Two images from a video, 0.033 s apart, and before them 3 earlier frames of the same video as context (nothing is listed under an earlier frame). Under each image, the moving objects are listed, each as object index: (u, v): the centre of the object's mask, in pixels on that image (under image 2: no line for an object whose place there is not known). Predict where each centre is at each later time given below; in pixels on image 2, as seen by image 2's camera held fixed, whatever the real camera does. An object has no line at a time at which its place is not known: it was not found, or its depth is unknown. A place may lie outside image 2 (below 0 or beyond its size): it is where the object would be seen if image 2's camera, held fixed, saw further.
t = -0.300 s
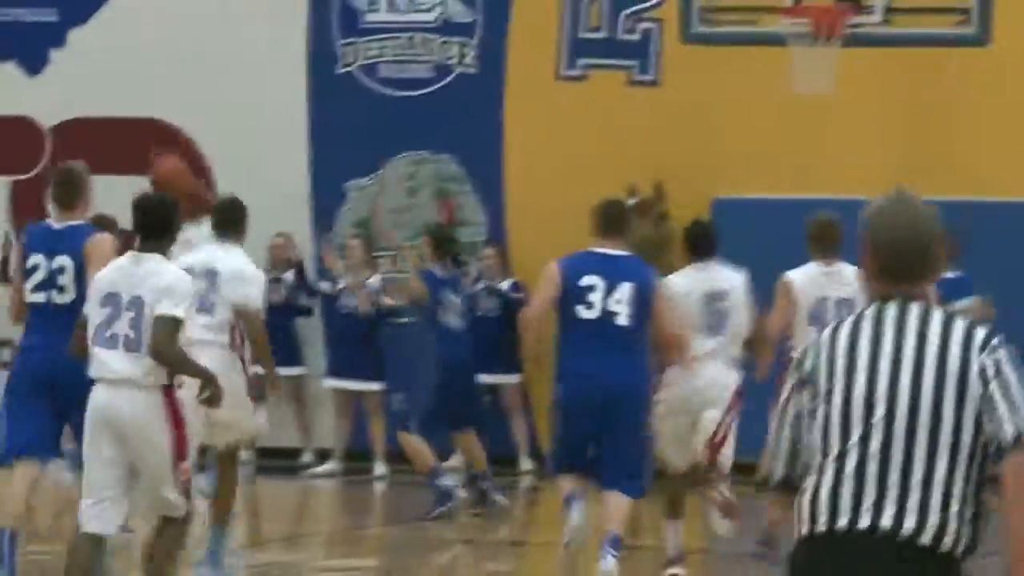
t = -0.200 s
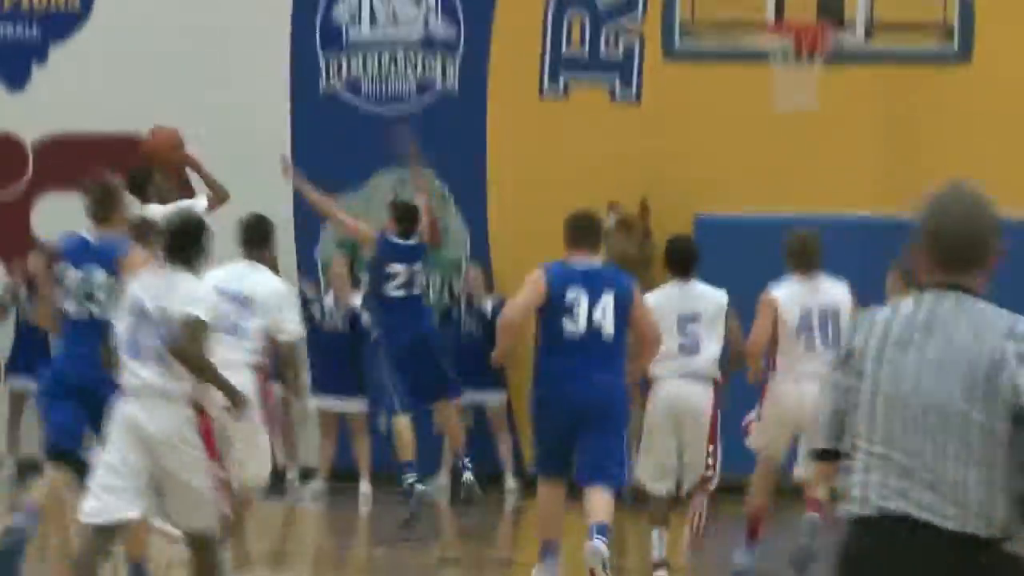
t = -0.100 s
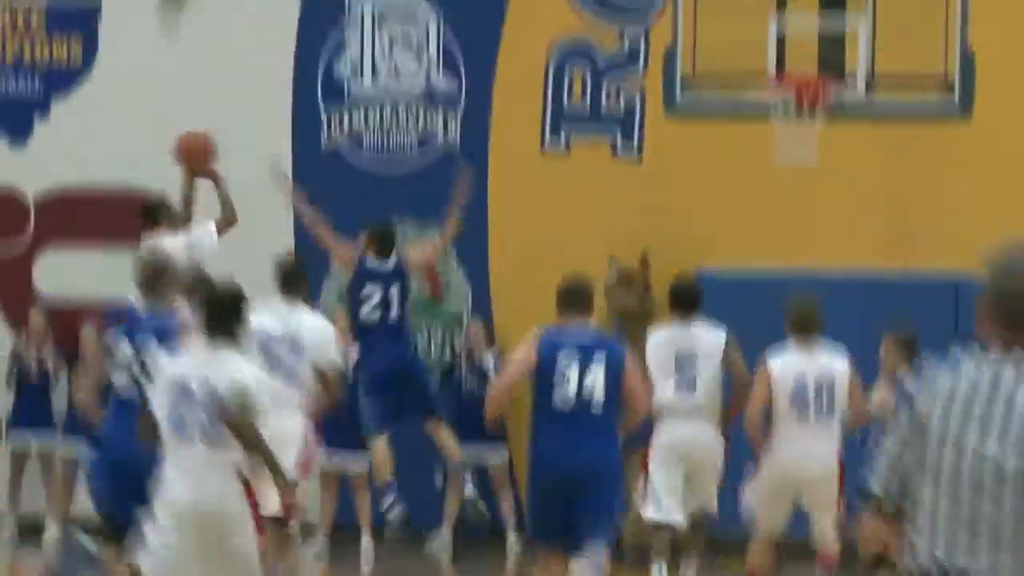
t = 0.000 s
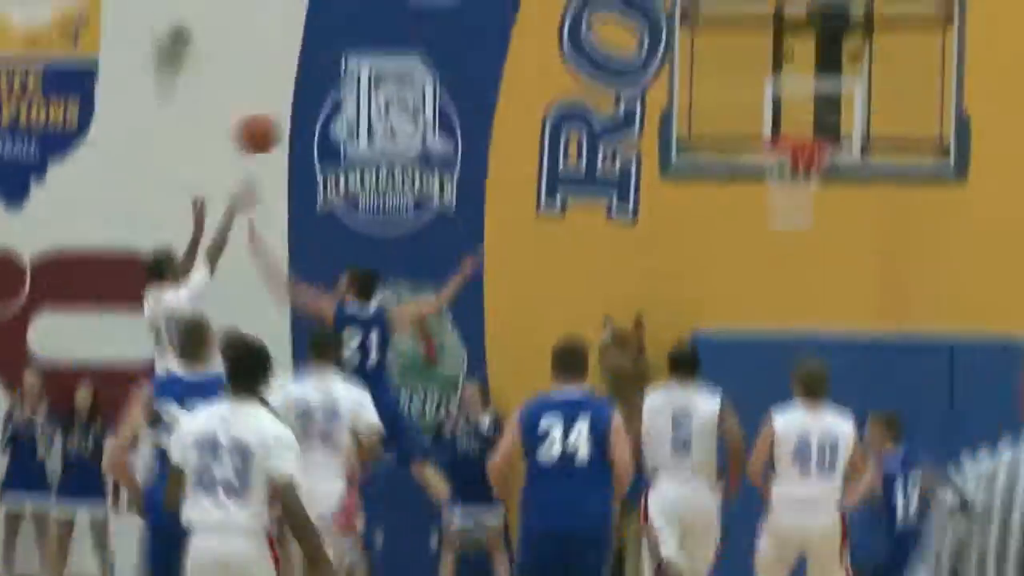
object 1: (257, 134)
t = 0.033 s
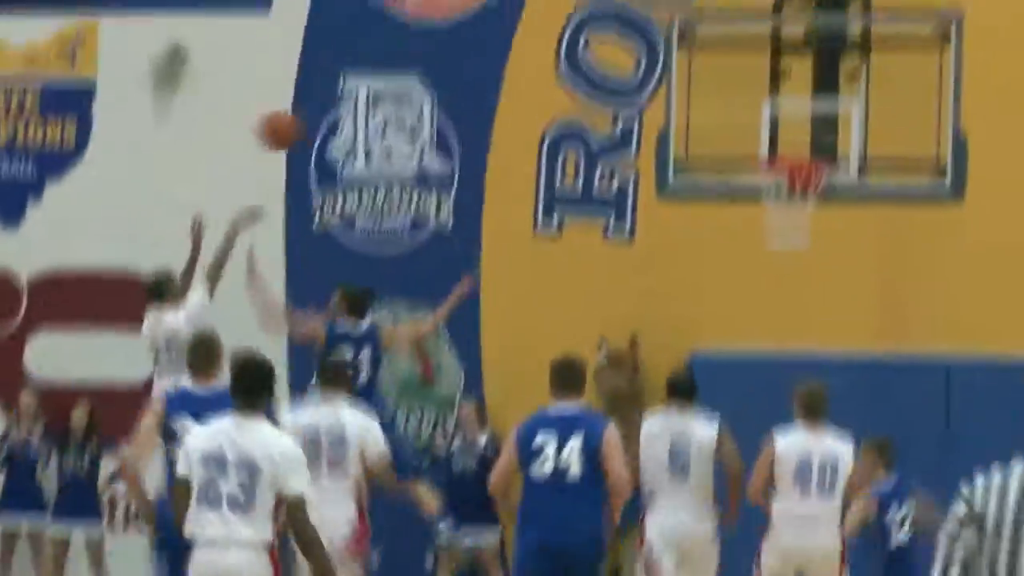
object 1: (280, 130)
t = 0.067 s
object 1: (305, 108)
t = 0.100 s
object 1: (327, 89)
